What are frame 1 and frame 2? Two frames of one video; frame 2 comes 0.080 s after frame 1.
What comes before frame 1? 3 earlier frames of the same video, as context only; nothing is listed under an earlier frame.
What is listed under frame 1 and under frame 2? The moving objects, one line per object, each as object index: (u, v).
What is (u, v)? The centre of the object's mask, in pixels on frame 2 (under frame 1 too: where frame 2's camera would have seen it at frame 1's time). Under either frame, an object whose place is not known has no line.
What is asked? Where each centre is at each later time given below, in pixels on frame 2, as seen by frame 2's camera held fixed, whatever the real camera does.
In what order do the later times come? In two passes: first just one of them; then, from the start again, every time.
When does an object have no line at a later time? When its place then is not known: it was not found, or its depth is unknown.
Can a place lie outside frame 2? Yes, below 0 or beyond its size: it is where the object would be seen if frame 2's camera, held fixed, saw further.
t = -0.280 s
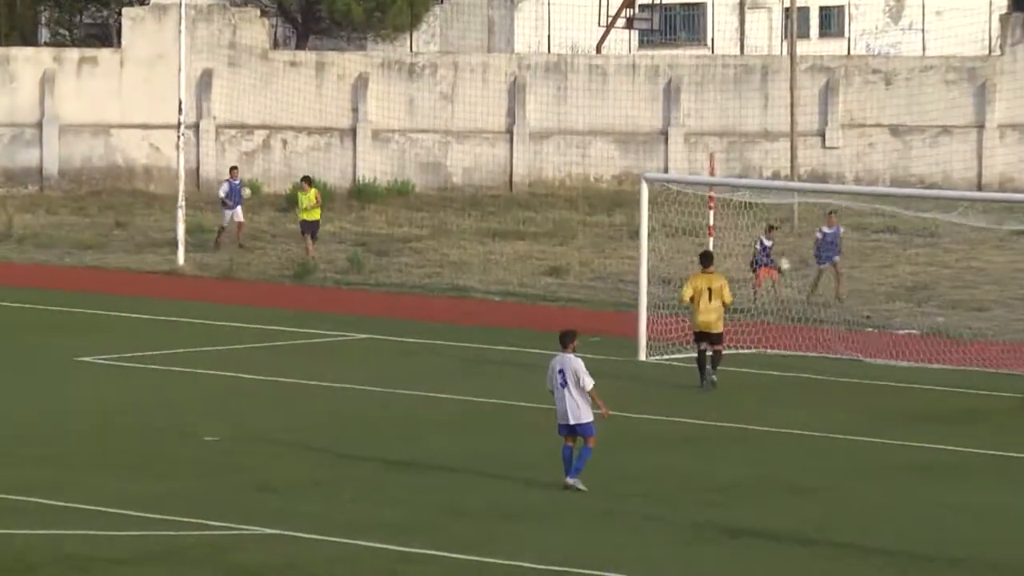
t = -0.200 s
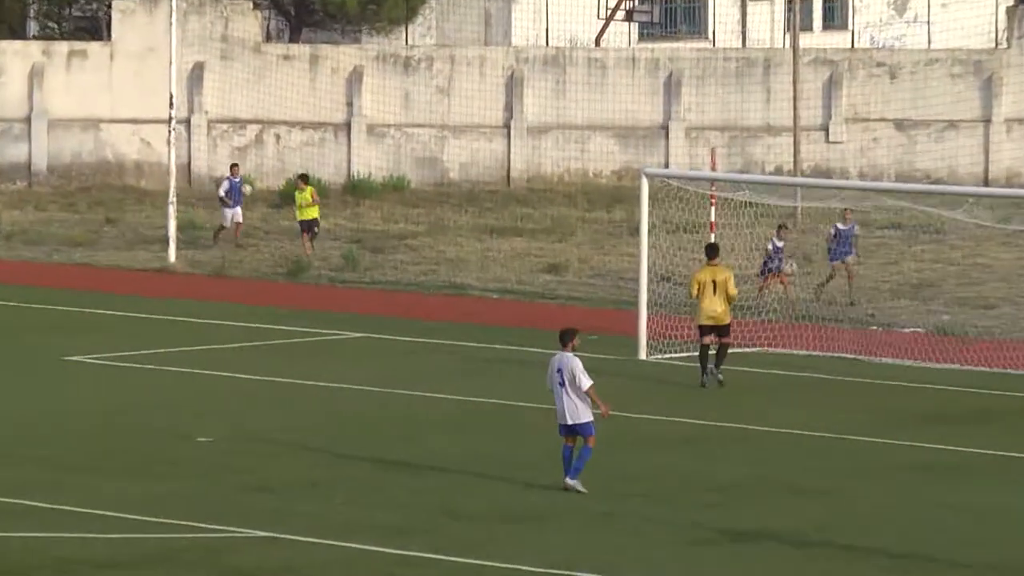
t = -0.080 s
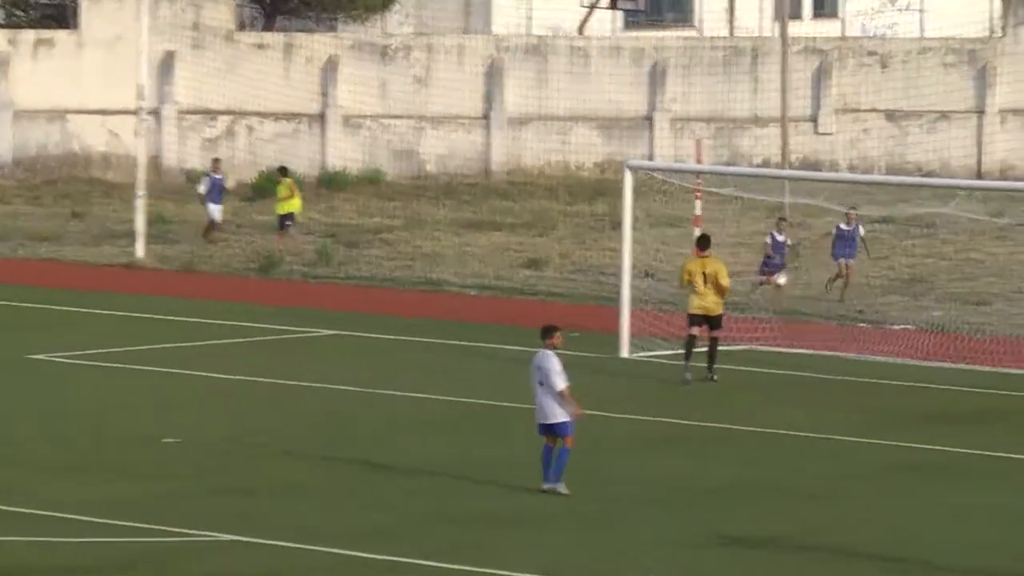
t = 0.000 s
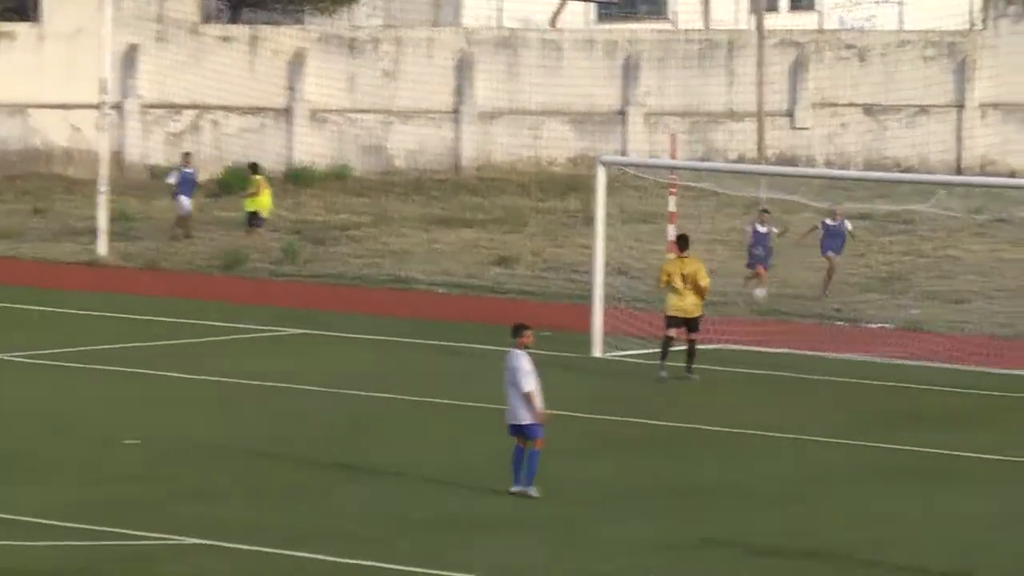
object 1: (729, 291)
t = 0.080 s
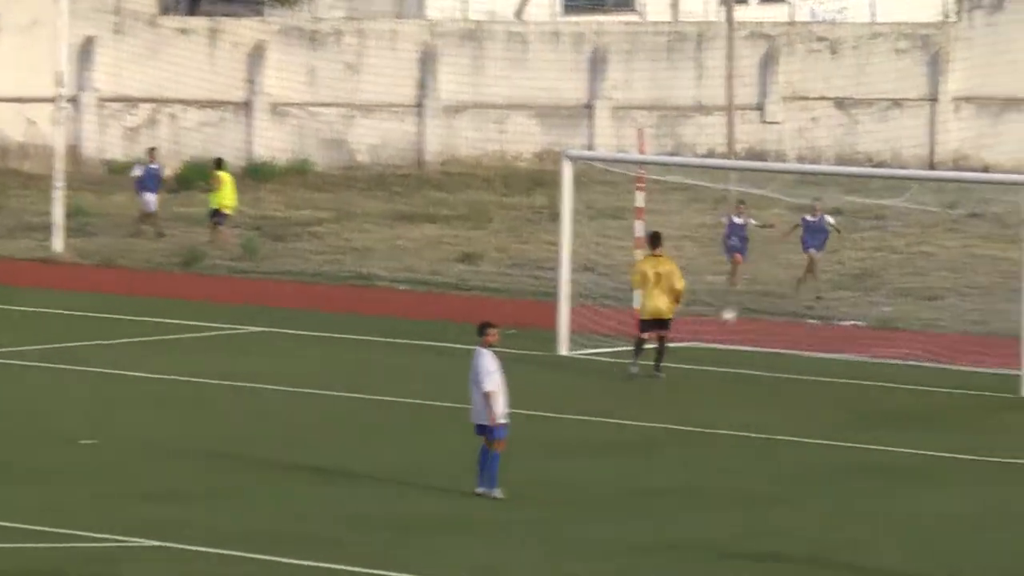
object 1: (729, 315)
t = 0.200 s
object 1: (730, 334)
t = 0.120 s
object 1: (729, 328)
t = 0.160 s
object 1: (730, 341)
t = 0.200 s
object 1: (730, 334)
